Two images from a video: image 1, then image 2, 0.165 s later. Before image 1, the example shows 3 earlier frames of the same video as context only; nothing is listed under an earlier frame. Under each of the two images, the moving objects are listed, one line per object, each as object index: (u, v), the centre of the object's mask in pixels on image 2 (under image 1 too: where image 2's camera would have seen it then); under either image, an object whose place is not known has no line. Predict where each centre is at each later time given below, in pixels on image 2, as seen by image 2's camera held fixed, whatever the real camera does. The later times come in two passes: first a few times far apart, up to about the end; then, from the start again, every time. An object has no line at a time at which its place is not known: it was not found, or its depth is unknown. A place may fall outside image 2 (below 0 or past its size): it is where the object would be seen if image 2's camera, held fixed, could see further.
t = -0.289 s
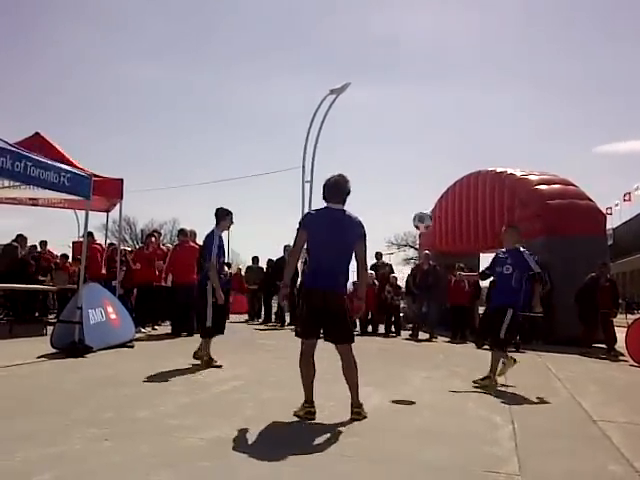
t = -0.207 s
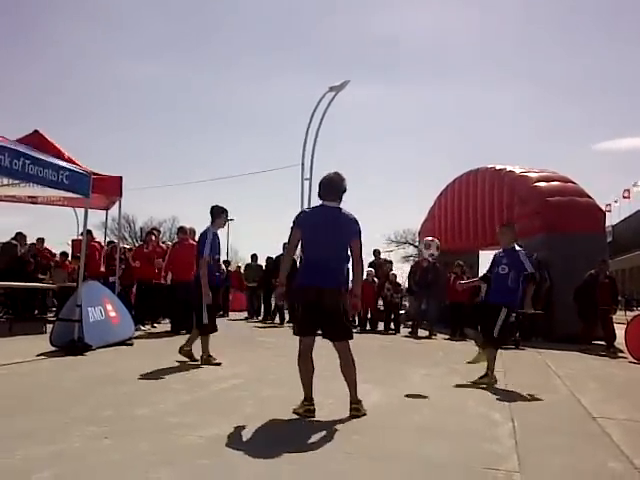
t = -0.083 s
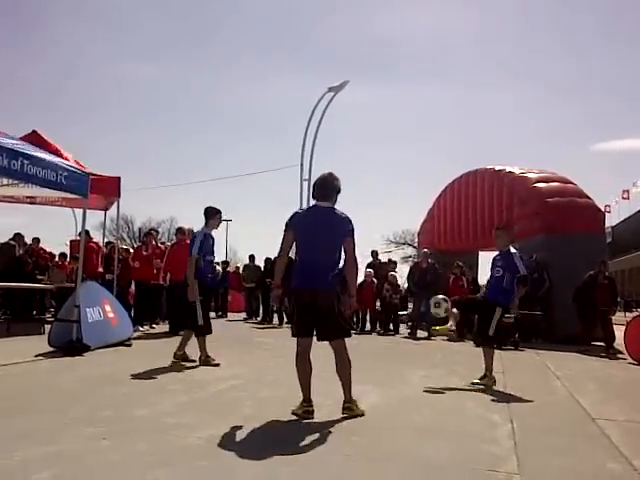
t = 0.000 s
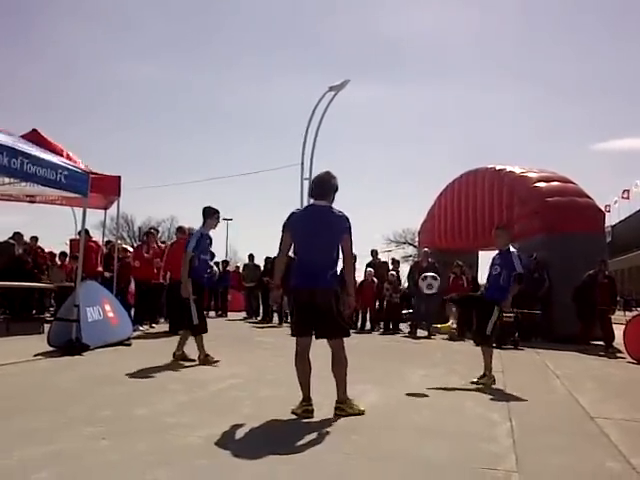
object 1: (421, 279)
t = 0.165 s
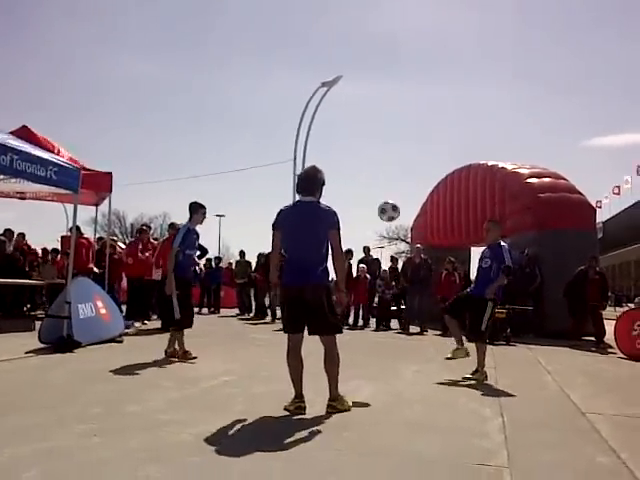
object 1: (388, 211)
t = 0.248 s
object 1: (370, 185)
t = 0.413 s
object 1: (331, 152)
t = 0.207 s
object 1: (379, 198)
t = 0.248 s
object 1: (370, 185)
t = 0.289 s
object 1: (361, 175)
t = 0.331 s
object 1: (351, 166)
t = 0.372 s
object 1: (341, 158)
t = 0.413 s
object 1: (331, 152)
